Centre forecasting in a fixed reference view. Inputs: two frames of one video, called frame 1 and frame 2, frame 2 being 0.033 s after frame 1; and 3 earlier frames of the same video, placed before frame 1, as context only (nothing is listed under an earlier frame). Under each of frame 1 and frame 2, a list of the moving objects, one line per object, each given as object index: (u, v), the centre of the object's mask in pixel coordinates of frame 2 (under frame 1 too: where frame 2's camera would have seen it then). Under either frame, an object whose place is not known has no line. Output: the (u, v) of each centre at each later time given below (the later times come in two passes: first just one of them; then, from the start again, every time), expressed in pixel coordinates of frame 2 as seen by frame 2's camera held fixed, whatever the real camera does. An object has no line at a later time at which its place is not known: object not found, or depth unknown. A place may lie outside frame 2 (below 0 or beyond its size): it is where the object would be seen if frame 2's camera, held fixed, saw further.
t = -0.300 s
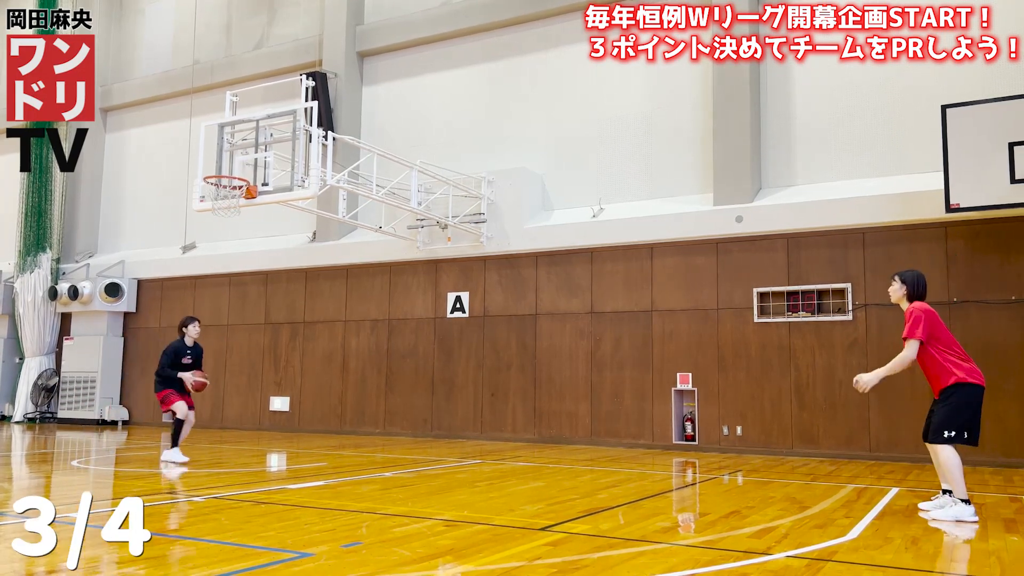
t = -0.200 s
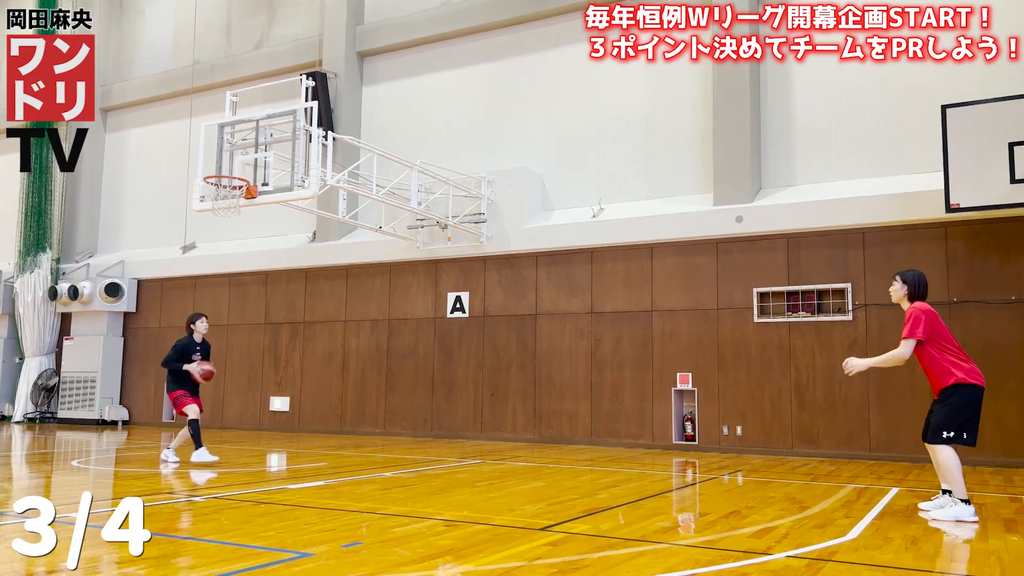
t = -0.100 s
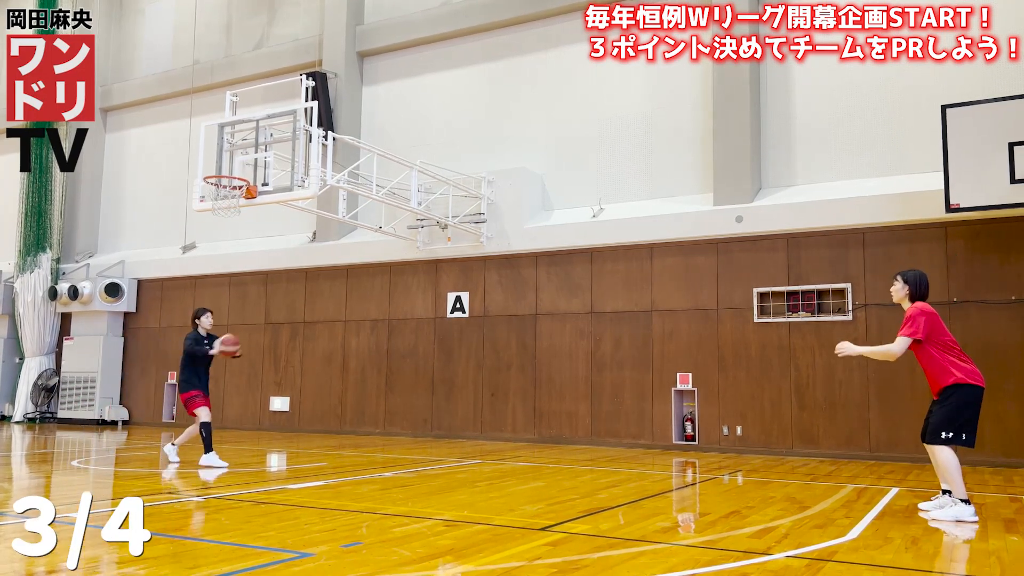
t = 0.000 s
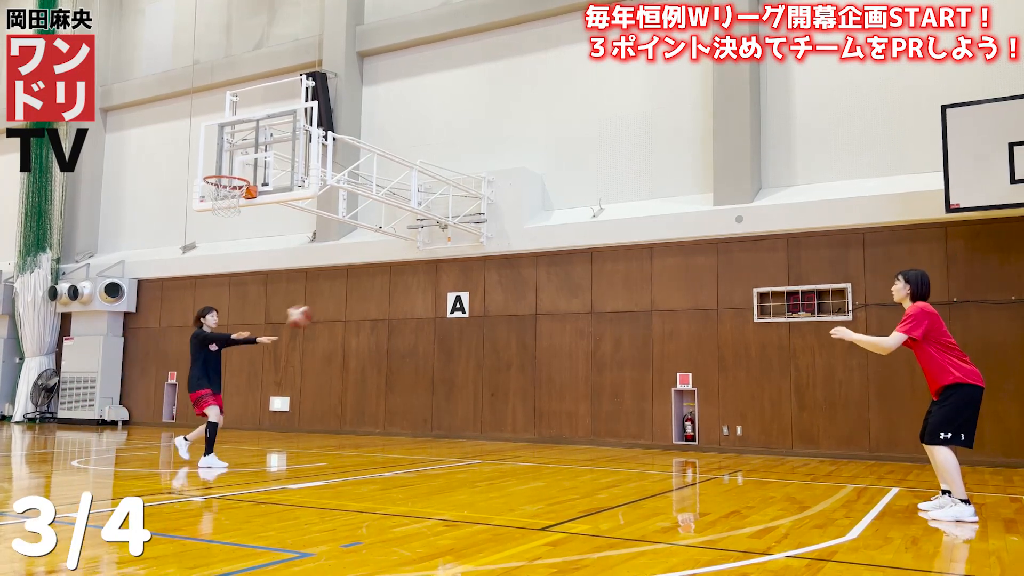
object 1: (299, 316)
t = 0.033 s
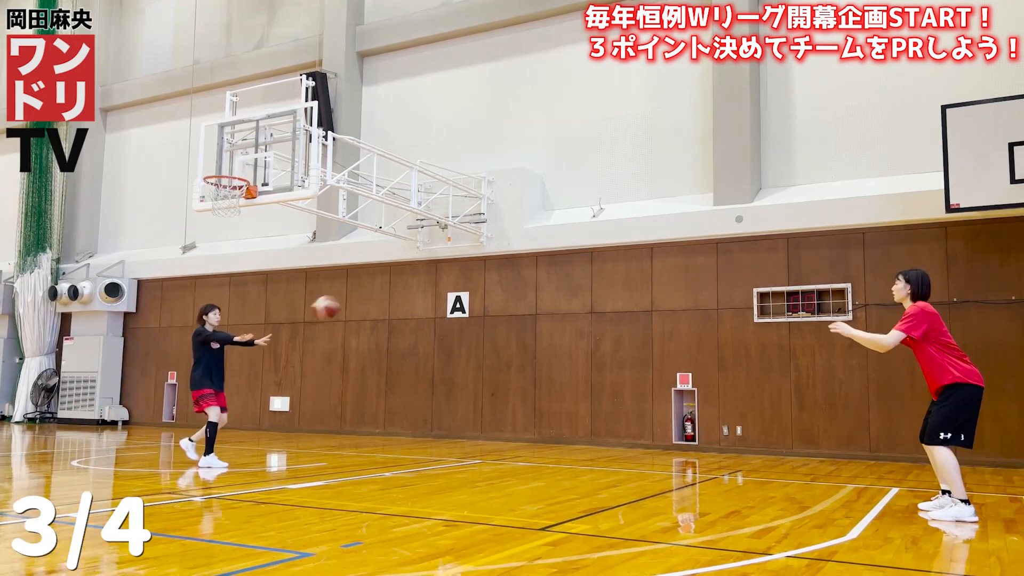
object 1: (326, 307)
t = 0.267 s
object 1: (526, 269)
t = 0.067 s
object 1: (353, 299)
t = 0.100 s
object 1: (380, 291)
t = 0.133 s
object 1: (408, 286)
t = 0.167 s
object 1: (437, 280)
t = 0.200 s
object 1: (466, 275)
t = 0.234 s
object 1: (496, 272)
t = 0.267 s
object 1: (526, 269)
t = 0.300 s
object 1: (558, 267)
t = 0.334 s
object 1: (591, 267)
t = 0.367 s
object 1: (624, 267)
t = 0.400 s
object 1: (659, 268)
